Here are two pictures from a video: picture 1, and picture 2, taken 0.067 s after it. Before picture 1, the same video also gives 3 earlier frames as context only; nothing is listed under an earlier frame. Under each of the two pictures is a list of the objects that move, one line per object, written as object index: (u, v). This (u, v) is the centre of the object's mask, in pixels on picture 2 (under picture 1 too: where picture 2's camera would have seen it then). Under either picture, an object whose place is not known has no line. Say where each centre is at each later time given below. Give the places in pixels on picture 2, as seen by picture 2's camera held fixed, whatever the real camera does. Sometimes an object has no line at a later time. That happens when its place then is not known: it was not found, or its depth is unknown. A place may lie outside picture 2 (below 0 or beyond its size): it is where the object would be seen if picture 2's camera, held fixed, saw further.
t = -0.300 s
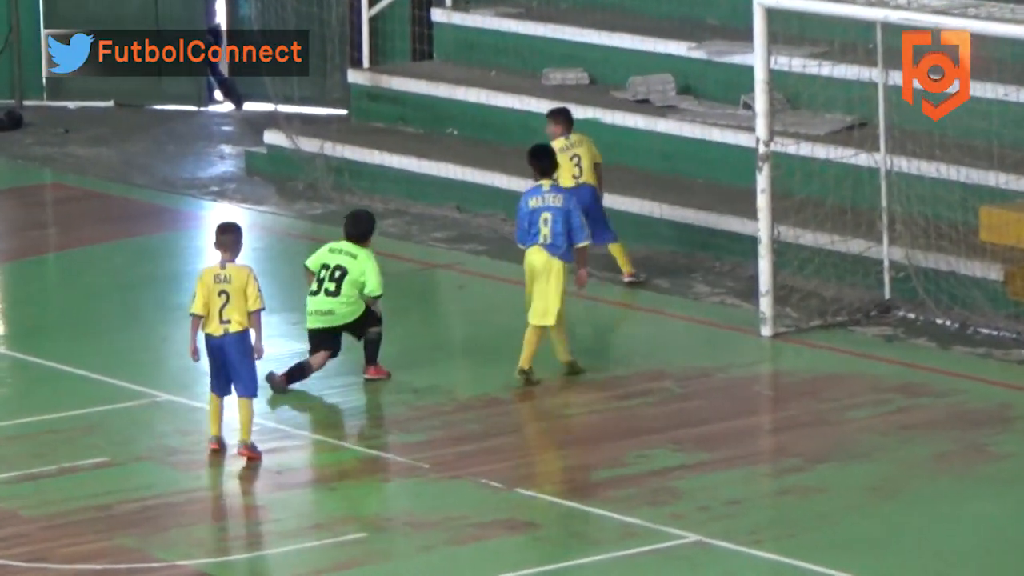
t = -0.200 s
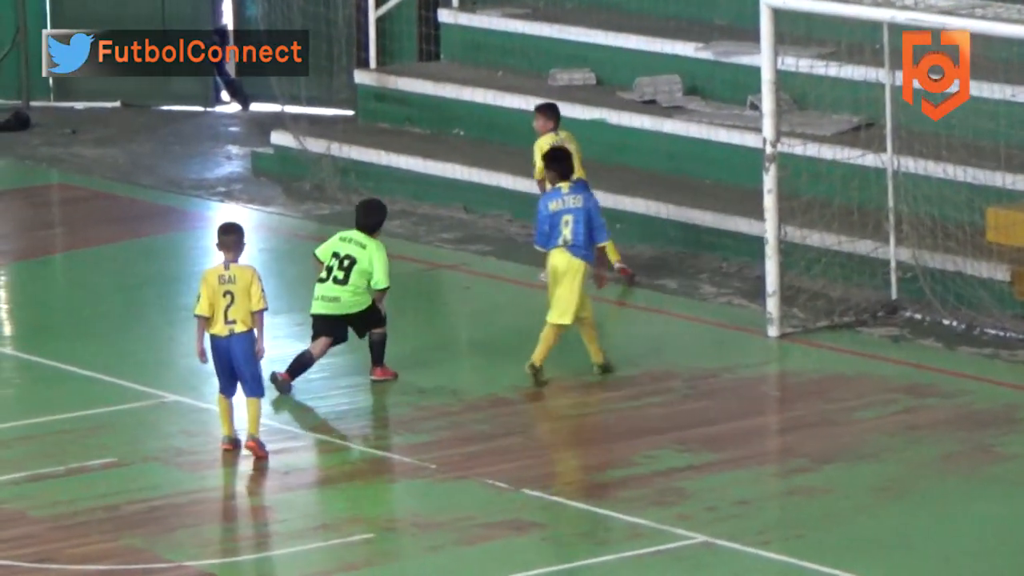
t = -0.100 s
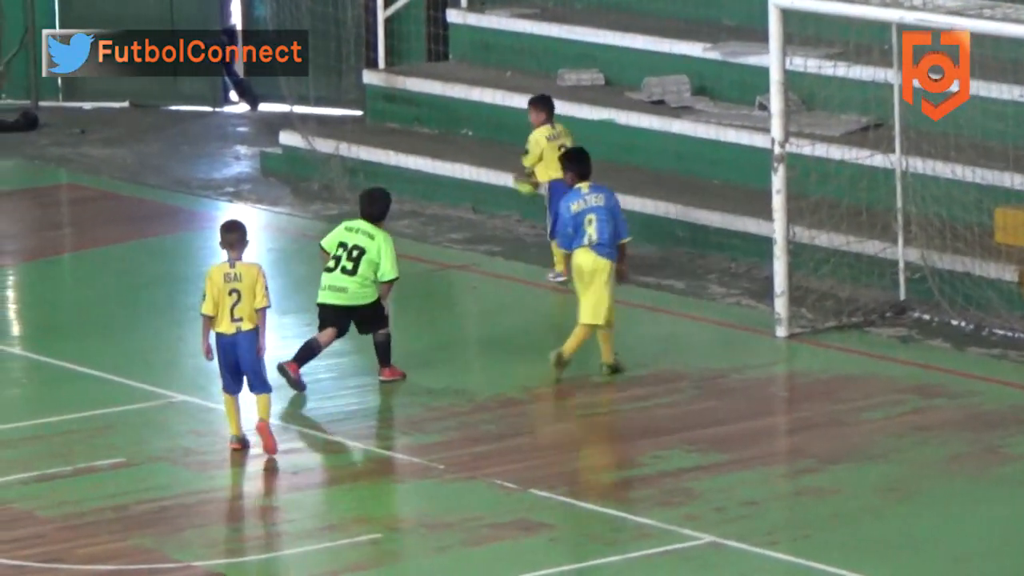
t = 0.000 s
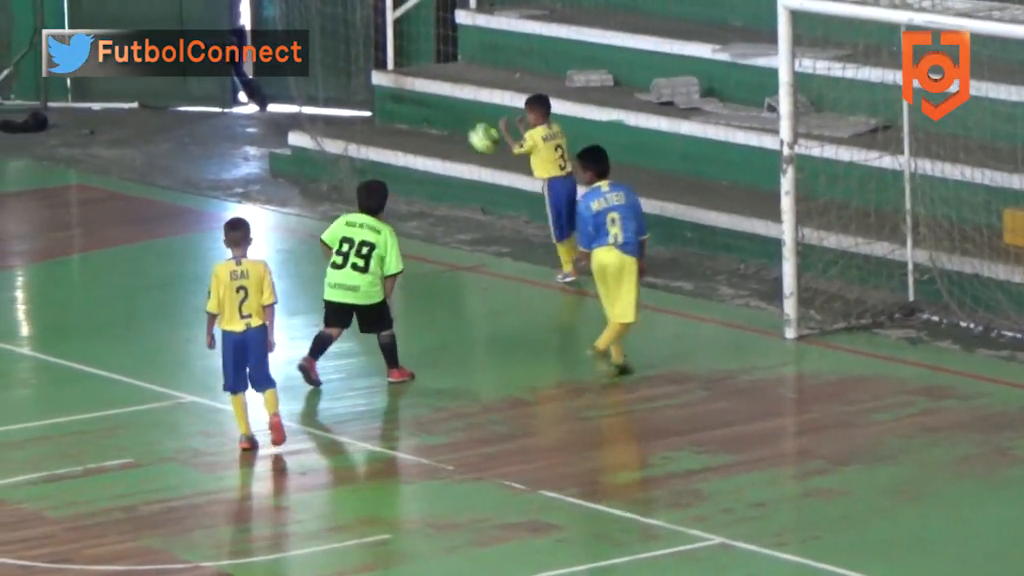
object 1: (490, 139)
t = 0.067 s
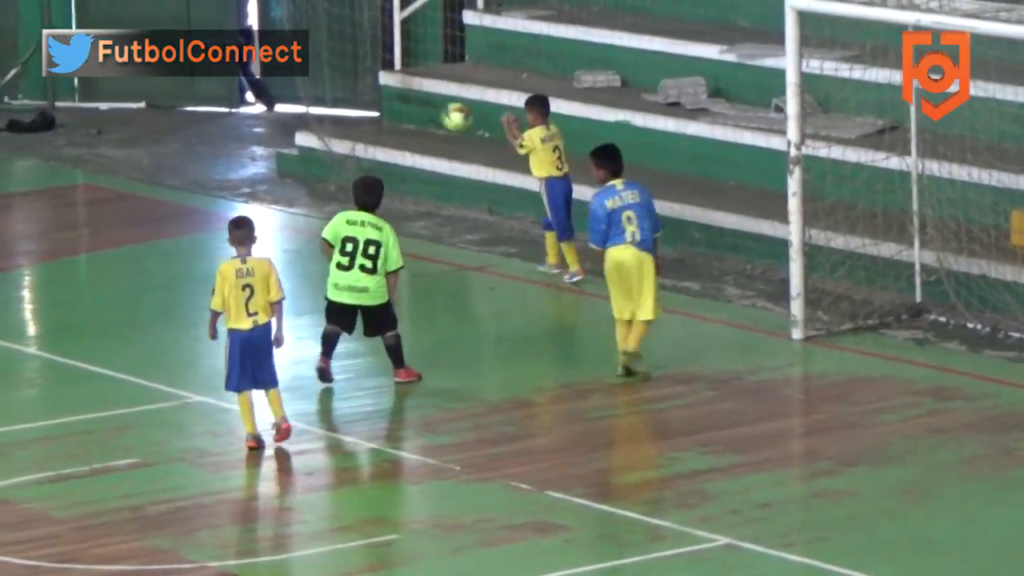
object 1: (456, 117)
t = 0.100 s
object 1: (439, 108)
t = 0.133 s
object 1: (424, 101)
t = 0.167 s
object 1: (409, 95)
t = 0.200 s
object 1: (393, 92)
